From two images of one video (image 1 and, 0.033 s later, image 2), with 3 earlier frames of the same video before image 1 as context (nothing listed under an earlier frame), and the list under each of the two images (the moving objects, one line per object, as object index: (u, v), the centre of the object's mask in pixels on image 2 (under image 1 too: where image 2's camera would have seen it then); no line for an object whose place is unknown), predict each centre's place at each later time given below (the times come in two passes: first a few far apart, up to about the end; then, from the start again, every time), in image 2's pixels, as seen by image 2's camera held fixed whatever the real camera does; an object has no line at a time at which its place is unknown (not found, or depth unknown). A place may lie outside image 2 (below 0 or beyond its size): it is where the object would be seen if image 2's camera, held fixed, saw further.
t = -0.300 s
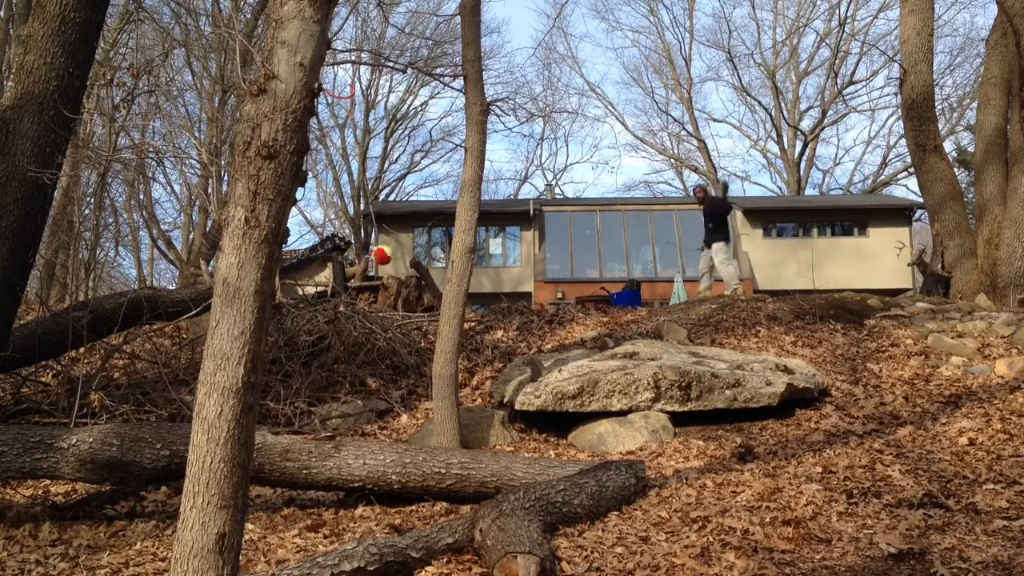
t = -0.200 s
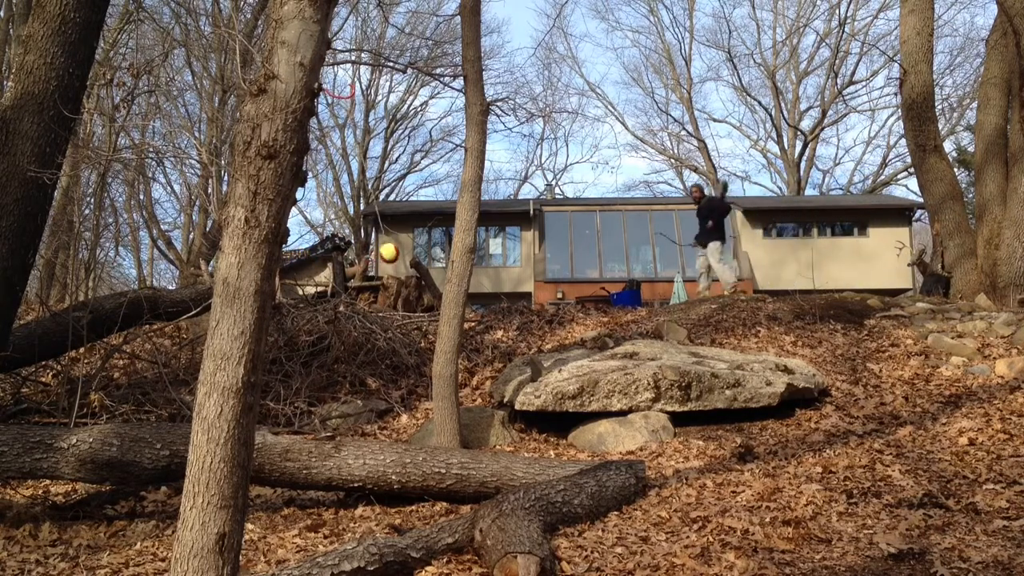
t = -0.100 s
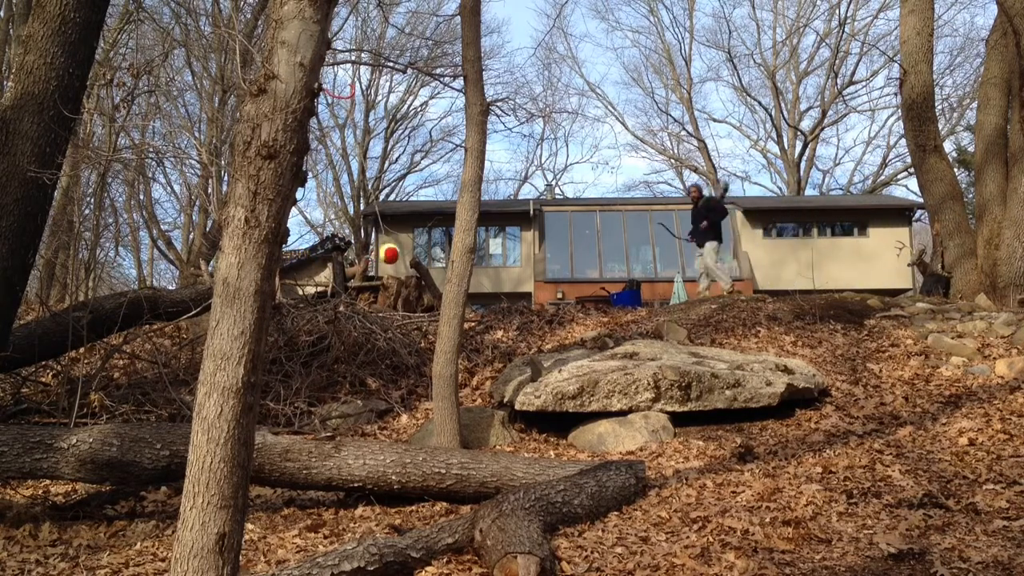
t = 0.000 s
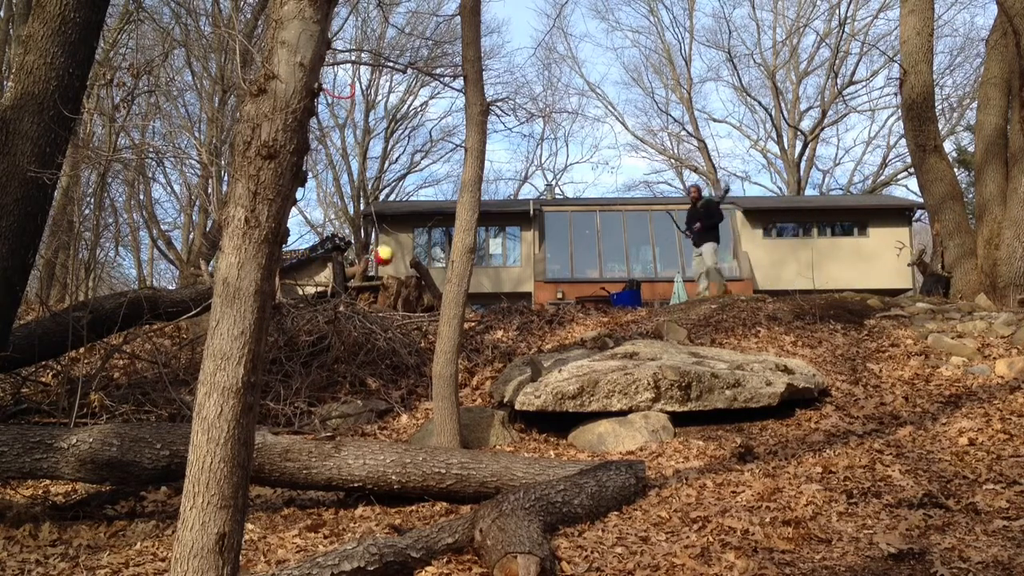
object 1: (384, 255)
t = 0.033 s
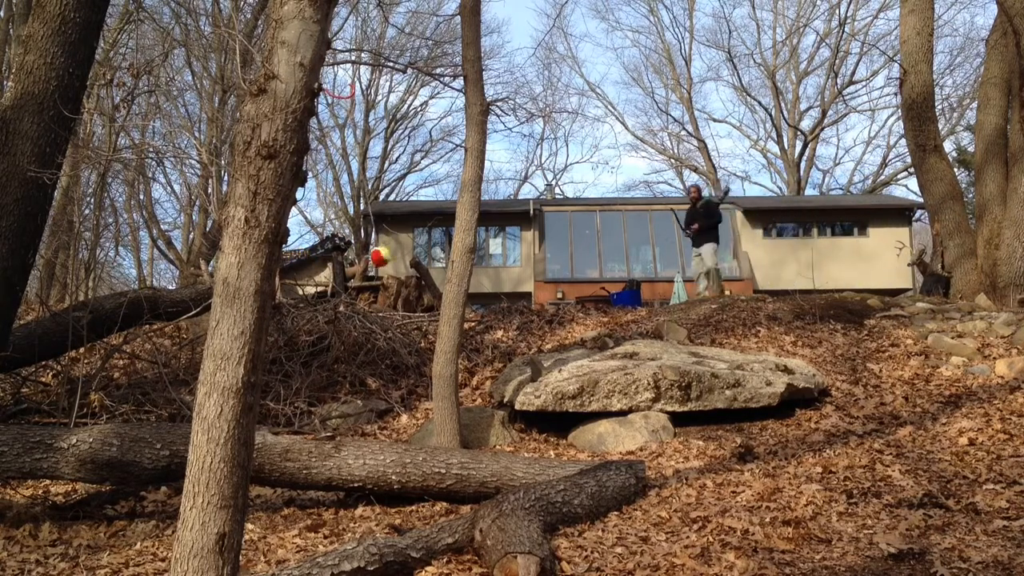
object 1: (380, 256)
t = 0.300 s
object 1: (337, 260)
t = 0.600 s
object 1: (301, 256)
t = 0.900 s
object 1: (317, 258)
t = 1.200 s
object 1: (365, 258)
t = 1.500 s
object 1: (386, 254)
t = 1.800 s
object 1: (355, 260)
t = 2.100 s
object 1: (311, 257)
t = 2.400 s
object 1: (307, 256)
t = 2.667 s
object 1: (342, 260)
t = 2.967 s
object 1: (379, 255)
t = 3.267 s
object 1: (373, 257)
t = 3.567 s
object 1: (330, 259)
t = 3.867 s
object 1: (305, 256)
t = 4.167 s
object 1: (326, 258)
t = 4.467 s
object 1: (368, 258)
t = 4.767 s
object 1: (379, 256)
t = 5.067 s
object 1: (345, 260)
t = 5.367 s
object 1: (310, 256)
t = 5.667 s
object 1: (316, 257)
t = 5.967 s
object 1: (354, 259)
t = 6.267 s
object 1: (378, 256)
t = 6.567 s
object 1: (359, 259)
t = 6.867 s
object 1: (320, 258)
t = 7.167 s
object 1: (309, 256)
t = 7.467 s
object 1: (340, 259)
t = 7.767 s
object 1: (373, 257)
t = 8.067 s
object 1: (368, 258)
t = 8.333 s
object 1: (337, 259)
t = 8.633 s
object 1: (312, 257)
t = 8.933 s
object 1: (324, 259)
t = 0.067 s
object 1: (375, 257)
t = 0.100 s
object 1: (371, 258)
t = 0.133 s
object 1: (367, 259)
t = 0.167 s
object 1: (360, 260)
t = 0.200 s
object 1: (356, 261)
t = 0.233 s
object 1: (349, 261)
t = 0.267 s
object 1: (343, 261)
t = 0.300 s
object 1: (337, 260)
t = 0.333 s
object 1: (331, 260)
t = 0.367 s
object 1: (325, 260)
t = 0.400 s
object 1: (321, 259)
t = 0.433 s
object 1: (316, 259)
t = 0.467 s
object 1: (312, 259)
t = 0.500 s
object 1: (309, 258)
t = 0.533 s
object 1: (305, 256)
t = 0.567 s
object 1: (303, 256)
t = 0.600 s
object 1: (301, 256)
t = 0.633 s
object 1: (301, 256)
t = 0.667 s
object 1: (300, 255)
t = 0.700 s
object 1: (301, 255)
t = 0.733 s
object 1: (301, 255)
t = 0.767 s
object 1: (303, 256)
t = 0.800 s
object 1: (306, 256)
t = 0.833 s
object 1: (309, 257)
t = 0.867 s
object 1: (313, 257)
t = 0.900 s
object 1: (317, 258)
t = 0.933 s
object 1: (322, 258)
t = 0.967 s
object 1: (327, 259)
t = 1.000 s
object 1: (332, 259)
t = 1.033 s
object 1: (338, 260)
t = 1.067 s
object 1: (343, 259)
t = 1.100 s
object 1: (349, 259)
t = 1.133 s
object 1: (355, 259)
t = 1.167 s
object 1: (360, 259)
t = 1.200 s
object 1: (365, 258)
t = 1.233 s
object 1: (370, 257)
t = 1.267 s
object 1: (375, 256)
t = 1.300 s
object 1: (378, 256)
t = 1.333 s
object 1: (381, 255)
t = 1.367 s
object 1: (383, 255)
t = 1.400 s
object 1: (385, 254)
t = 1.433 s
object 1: (386, 254)
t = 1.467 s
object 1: (386, 254)
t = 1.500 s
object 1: (386, 254)
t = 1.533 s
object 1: (385, 254)
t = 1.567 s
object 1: (384, 255)
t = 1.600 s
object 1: (381, 256)
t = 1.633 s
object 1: (378, 256)
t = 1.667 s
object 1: (374, 257)
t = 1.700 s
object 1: (370, 258)
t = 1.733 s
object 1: (365, 259)
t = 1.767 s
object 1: (360, 260)
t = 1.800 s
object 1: (355, 260)
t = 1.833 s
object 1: (350, 260)
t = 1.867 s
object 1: (344, 260)
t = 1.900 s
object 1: (338, 260)
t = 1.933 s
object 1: (334, 260)
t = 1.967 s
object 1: (329, 260)
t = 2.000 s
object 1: (323, 259)
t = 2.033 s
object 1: (319, 259)
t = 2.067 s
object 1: (316, 258)
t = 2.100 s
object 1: (311, 257)
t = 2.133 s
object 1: (308, 256)
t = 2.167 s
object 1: (306, 256)
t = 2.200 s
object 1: (304, 256)
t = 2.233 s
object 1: (303, 256)
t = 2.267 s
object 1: (303, 256)
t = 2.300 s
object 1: (303, 255)
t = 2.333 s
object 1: (304, 256)
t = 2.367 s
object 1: (305, 256)
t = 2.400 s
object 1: (307, 256)
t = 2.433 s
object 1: (310, 257)
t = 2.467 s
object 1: (314, 257)
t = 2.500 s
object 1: (318, 258)
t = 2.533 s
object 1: (322, 258)
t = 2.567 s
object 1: (326, 259)
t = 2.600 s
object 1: (331, 259)
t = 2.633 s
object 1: (336, 259)
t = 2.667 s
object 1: (342, 260)
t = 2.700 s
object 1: (347, 259)
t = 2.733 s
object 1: (352, 259)
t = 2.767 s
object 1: (357, 259)
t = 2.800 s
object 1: (363, 258)
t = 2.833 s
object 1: (366, 258)
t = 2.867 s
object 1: (371, 257)
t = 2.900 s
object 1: (374, 257)
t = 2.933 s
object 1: (377, 256)
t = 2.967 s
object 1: (379, 255)
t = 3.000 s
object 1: (382, 255)
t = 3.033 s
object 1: (383, 255)
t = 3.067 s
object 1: (383, 255)
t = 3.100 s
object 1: (383, 255)
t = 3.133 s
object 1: (382, 255)
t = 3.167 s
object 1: (381, 256)
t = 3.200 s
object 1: (378, 256)
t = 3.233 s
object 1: (375, 257)
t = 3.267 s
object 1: (373, 257)
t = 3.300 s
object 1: (369, 258)
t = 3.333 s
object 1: (365, 258)
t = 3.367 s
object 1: (360, 258)
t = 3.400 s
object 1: (355, 259)
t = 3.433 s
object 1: (350, 260)
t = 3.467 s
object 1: (346, 260)
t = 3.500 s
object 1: (340, 259)
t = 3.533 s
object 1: (335, 260)
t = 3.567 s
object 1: (330, 259)
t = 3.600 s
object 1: (324, 259)
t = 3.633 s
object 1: (321, 258)
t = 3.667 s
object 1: (317, 257)
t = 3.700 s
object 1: (314, 257)
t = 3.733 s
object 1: (310, 256)
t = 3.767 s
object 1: (308, 256)
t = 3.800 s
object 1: (307, 256)
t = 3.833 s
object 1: (305, 256)
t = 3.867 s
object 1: (305, 256)
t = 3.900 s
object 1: (305, 255)
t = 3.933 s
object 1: (305, 256)
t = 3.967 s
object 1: (308, 256)
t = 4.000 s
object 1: (309, 257)
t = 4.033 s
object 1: (311, 257)
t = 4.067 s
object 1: (315, 256)
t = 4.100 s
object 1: (317, 256)
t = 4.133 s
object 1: (322, 258)
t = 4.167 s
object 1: (326, 258)
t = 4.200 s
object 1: (331, 259)
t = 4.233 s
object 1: (336, 259)
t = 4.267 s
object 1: (341, 259)
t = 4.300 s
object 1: (346, 259)
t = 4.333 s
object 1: (351, 259)
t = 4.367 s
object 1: (355, 259)
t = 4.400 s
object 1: (361, 259)
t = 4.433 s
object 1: (365, 258)
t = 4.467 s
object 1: (368, 258)
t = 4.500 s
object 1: (371, 257)
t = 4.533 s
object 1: (374, 257)
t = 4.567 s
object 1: (376, 256)
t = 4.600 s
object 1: (378, 256)
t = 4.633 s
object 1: (379, 256)
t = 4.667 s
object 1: (380, 256)
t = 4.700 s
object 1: (380, 256)
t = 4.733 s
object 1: (380, 256)
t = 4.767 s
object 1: (379, 256)
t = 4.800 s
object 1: (376, 256)
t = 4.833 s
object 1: (374, 257)
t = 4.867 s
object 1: (371, 257)
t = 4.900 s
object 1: (368, 258)
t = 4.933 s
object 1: (364, 259)
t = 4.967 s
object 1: (360, 259)
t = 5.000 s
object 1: (355, 259)
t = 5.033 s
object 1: (350, 259)
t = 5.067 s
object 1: (345, 260)
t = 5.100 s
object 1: (341, 259)
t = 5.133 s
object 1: (335, 259)
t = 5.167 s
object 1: (331, 259)
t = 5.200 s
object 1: (326, 258)
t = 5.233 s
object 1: (322, 258)
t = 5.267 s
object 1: (319, 258)
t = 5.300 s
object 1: (316, 257)
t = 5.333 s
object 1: (312, 256)
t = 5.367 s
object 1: (310, 256)
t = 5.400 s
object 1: (309, 256)
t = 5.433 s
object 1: (308, 256)
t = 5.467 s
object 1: (307, 256)
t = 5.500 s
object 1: (307, 256)
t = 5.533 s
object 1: (308, 256)
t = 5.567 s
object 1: (309, 256)
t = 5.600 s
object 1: (310, 256)
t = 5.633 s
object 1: (313, 256)
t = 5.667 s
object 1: (316, 257)
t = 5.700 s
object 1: (319, 258)
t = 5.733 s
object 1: (322, 258)
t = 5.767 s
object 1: (327, 258)
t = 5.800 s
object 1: (331, 259)
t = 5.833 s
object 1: (335, 259)
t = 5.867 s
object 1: (340, 259)
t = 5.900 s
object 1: (345, 259)
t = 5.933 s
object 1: (350, 259)
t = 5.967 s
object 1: (354, 259)
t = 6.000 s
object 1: (358, 258)
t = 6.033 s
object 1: (362, 258)
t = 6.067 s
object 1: (366, 258)
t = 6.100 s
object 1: (369, 257)
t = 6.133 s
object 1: (372, 257)
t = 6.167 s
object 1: (374, 257)
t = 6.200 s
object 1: (376, 256)
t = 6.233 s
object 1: (377, 256)
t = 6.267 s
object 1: (378, 256)
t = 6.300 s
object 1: (378, 256)
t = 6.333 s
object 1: (377, 256)
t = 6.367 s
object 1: (376, 256)
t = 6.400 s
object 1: (374, 257)
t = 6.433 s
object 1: (372, 257)
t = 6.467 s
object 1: (369, 257)
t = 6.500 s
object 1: (366, 258)
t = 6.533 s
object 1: (362, 259)
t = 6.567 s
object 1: (359, 259)
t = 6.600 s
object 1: (354, 259)
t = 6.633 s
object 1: (350, 259)
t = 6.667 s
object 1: (345, 260)
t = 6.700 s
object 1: (340, 259)
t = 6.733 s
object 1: (335, 259)
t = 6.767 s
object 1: (332, 259)
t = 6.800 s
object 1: (328, 259)
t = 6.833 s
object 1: (323, 258)
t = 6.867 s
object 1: (320, 258)
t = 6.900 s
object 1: (317, 258)
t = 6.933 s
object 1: (314, 257)
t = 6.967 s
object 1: (312, 257)
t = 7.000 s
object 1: (310, 256)
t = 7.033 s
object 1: (309, 256)
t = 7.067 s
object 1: (309, 256)
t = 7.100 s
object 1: (309, 256)
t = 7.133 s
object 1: (309, 256)
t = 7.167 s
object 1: (309, 256)
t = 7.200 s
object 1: (310, 256)
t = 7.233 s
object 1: (313, 256)
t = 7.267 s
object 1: (315, 257)
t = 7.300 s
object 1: (319, 258)
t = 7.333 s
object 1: (323, 258)
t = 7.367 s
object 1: (326, 259)
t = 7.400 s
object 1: (331, 259)
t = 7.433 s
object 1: (335, 259)
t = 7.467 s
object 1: (340, 259)
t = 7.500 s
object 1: (344, 259)
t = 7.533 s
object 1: (349, 259)
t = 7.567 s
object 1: (353, 259)
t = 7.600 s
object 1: (357, 259)
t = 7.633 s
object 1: (361, 258)
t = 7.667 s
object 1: (363, 258)
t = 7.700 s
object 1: (368, 258)
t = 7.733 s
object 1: (370, 257)
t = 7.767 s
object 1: (373, 257)
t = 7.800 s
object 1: (373, 257)
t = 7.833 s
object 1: (375, 257)
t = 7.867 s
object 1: (375, 257)
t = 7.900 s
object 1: (375, 257)
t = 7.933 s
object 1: (375, 256)
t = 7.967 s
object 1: (375, 256)
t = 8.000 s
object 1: (373, 257)
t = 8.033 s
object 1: (371, 257)
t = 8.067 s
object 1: (368, 258)
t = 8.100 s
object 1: (365, 258)
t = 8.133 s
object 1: (362, 259)
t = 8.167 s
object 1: (358, 259)
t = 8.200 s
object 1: (354, 259)
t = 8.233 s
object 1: (350, 259)
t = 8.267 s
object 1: (346, 259)
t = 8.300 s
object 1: (341, 259)
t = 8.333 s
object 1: (337, 259)
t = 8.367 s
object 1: (333, 260)
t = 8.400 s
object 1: (329, 259)
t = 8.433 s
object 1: (325, 259)
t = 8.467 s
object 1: (321, 259)
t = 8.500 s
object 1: (319, 258)
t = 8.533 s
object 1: (316, 258)
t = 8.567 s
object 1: (314, 258)
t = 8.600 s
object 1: (313, 257)
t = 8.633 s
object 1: (312, 257)
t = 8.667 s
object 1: (311, 257)
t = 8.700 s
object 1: (311, 256)
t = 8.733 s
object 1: (311, 257)
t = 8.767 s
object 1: (312, 257)
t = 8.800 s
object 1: (315, 257)
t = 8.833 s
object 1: (316, 257)
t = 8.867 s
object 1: (318, 258)
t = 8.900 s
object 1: (321, 258)
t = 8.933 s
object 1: (324, 259)
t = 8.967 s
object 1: (328, 259)
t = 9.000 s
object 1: (331, 259)
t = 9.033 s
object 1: (335, 259)
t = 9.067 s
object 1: (339, 259)
